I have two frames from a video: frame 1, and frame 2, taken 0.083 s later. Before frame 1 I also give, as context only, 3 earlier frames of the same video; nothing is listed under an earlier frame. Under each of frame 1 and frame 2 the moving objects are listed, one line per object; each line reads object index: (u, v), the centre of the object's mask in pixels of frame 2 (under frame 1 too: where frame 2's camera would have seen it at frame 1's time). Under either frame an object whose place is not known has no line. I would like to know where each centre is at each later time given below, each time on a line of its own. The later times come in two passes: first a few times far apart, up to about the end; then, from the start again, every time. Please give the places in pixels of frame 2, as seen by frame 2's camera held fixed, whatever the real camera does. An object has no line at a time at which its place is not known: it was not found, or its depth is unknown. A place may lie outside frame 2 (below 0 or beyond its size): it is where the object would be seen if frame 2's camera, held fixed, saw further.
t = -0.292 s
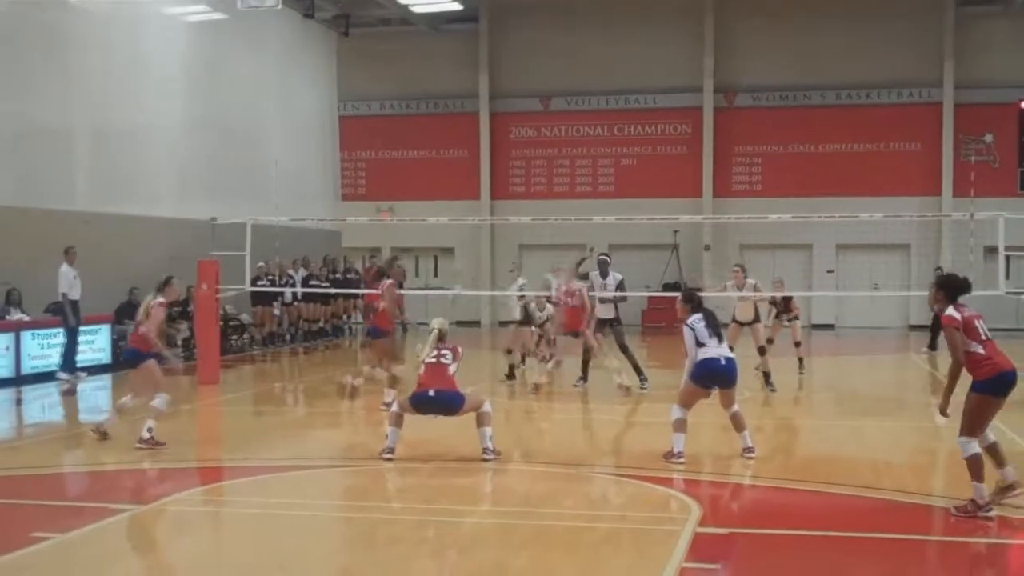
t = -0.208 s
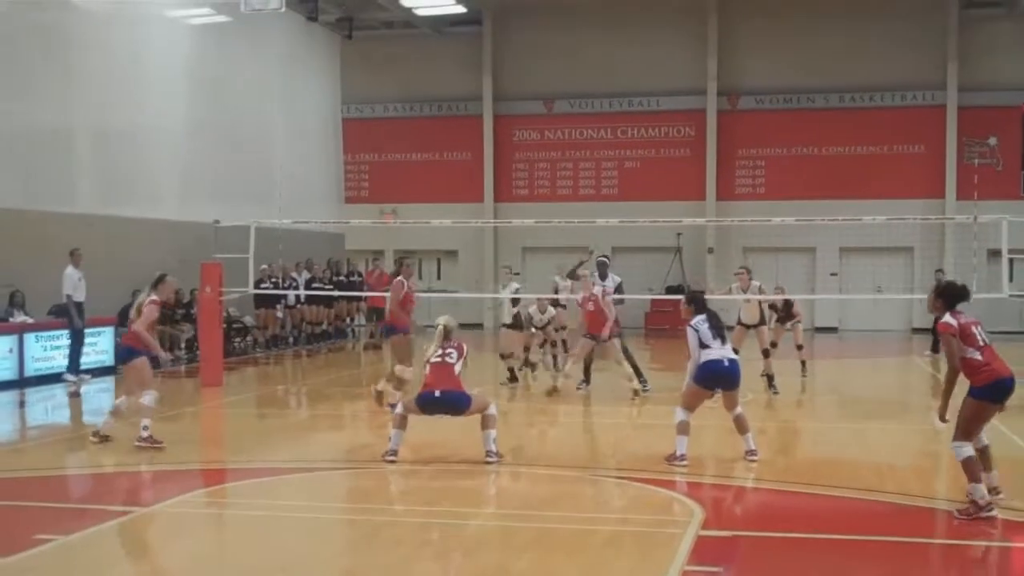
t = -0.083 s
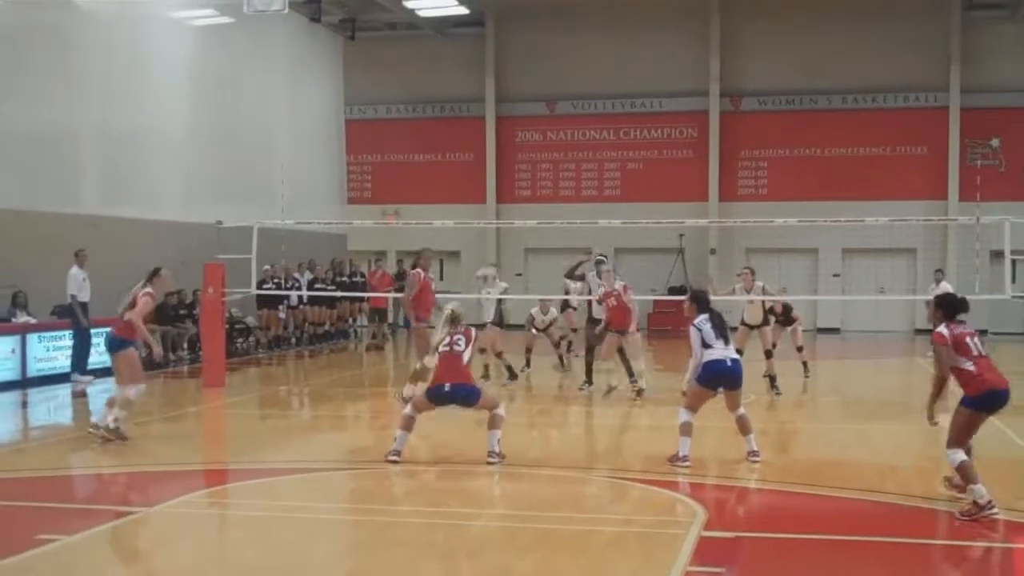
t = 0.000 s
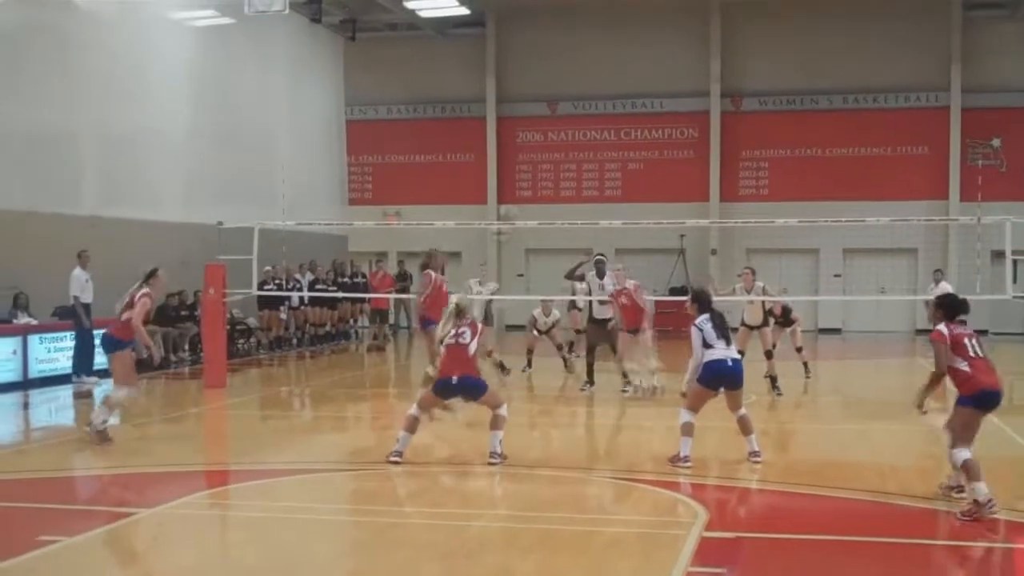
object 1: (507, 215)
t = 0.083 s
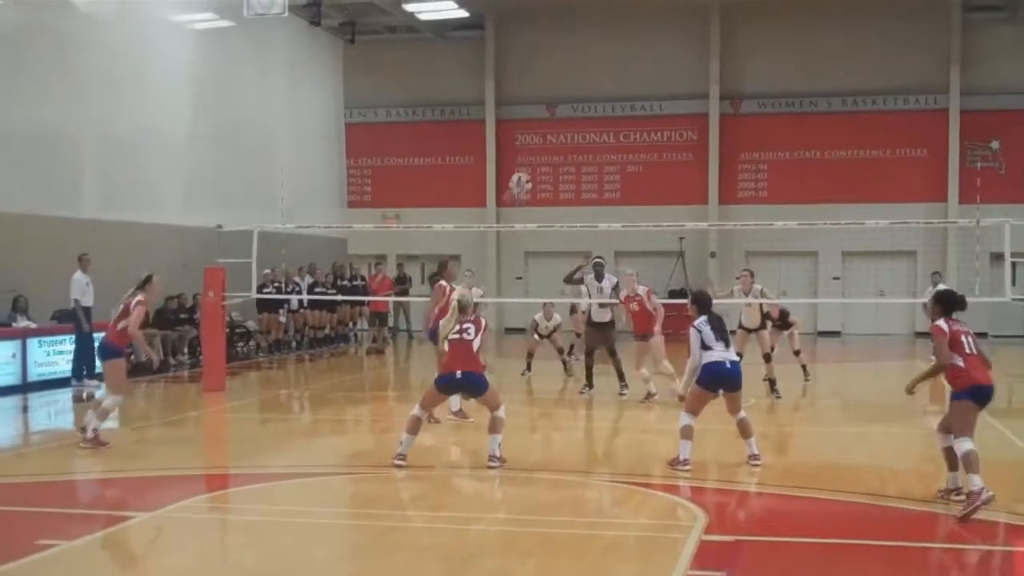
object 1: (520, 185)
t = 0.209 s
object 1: (543, 133)
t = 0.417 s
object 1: (575, 89)
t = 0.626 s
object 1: (603, 88)
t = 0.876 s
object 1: (632, 135)
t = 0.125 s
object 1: (526, 168)
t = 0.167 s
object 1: (533, 149)
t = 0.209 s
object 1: (543, 133)
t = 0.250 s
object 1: (549, 121)
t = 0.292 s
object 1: (555, 111)
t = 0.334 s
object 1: (562, 103)
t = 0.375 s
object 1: (570, 93)
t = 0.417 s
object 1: (575, 89)
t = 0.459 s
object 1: (581, 87)
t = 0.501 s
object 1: (587, 84)
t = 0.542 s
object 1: (592, 85)
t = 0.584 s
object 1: (597, 86)
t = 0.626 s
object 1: (603, 88)
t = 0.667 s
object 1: (608, 92)
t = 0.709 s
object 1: (614, 99)
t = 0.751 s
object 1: (618, 107)
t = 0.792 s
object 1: (623, 112)
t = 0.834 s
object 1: (627, 121)
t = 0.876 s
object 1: (632, 135)
